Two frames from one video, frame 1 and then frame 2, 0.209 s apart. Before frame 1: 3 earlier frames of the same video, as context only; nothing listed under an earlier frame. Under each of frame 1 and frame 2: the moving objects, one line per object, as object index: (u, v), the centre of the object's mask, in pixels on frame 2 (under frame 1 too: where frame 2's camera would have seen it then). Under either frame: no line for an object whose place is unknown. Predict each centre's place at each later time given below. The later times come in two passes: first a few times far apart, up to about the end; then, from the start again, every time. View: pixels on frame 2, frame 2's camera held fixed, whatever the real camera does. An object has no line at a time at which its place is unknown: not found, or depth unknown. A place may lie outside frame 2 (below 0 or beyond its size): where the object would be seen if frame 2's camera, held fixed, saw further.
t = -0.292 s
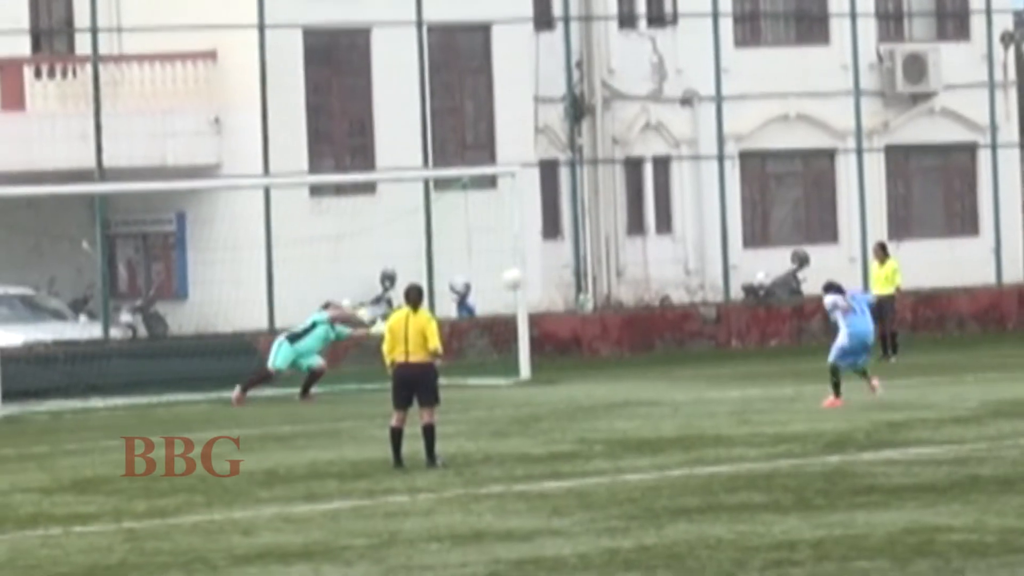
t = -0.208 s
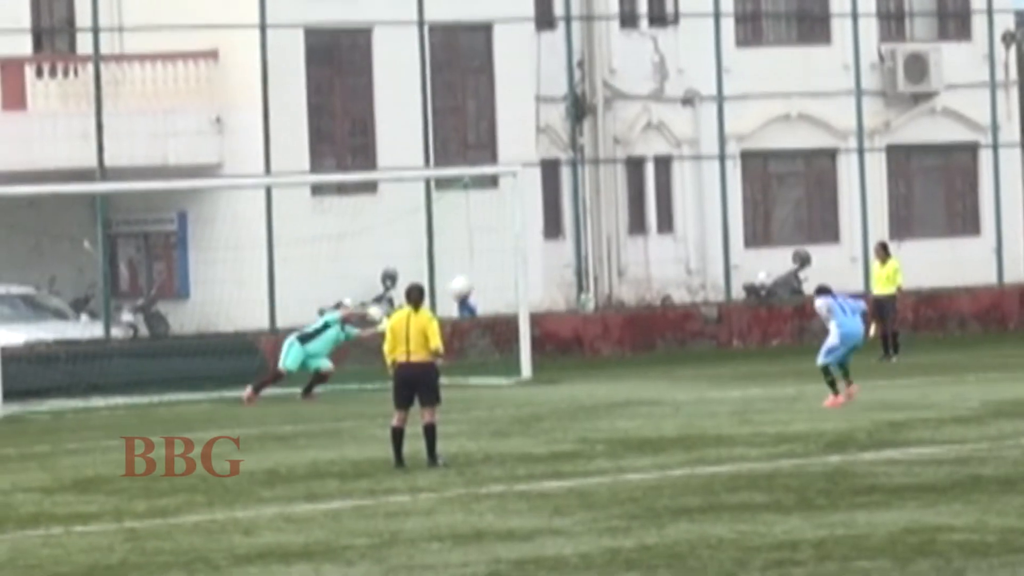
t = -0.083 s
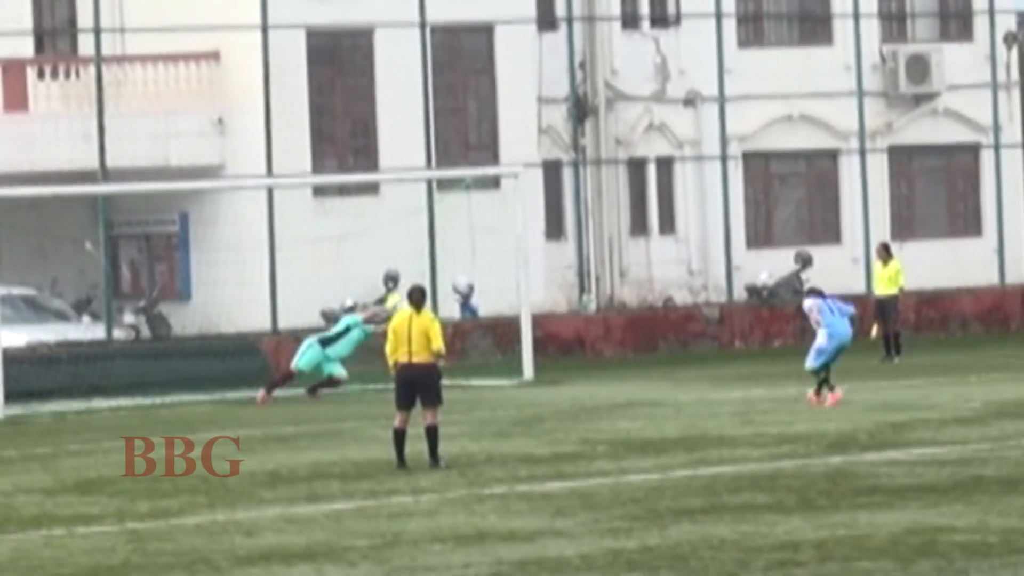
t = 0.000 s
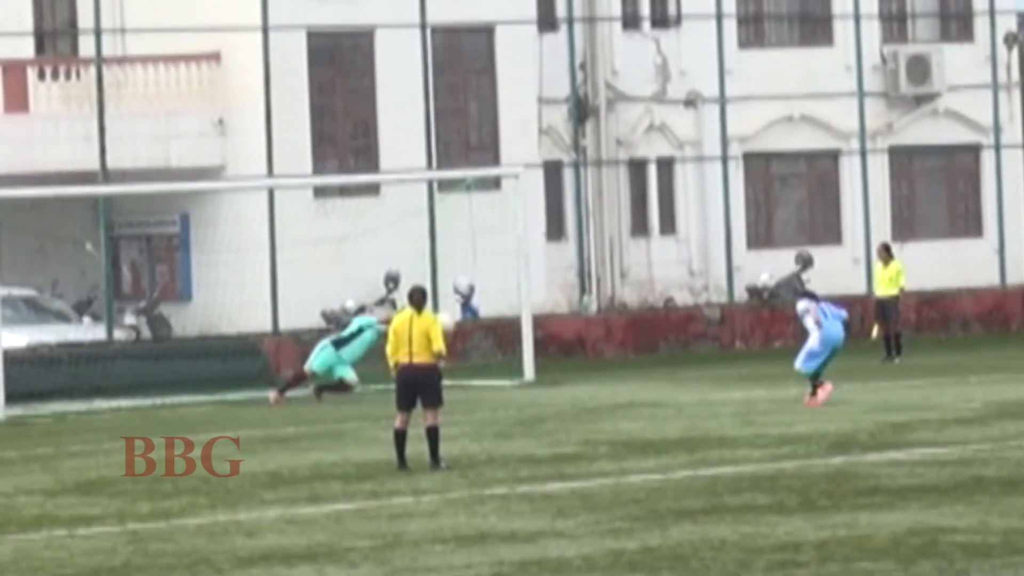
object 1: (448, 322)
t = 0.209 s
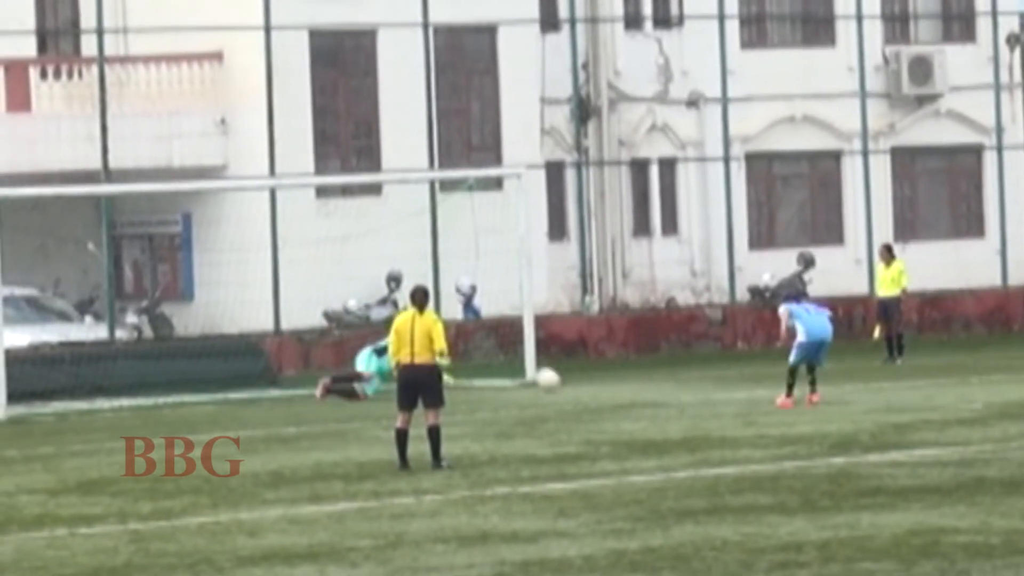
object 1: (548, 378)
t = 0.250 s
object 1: (561, 374)
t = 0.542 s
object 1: (643, 340)
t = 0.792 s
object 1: (722, 367)
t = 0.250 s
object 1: (561, 374)
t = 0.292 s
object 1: (573, 366)
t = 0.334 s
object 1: (585, 359)
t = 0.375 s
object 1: (596, 352)
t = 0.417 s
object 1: (608, 346)
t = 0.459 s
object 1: (621, 343)
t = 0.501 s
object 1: (632, 342)
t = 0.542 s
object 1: (643, 340)
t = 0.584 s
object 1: (662, 342)
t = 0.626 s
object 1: (674, 344)
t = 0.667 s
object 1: (686, 348)
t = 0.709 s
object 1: (698, 353)
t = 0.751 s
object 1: (711, 359)
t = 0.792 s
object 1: (722, 367)
